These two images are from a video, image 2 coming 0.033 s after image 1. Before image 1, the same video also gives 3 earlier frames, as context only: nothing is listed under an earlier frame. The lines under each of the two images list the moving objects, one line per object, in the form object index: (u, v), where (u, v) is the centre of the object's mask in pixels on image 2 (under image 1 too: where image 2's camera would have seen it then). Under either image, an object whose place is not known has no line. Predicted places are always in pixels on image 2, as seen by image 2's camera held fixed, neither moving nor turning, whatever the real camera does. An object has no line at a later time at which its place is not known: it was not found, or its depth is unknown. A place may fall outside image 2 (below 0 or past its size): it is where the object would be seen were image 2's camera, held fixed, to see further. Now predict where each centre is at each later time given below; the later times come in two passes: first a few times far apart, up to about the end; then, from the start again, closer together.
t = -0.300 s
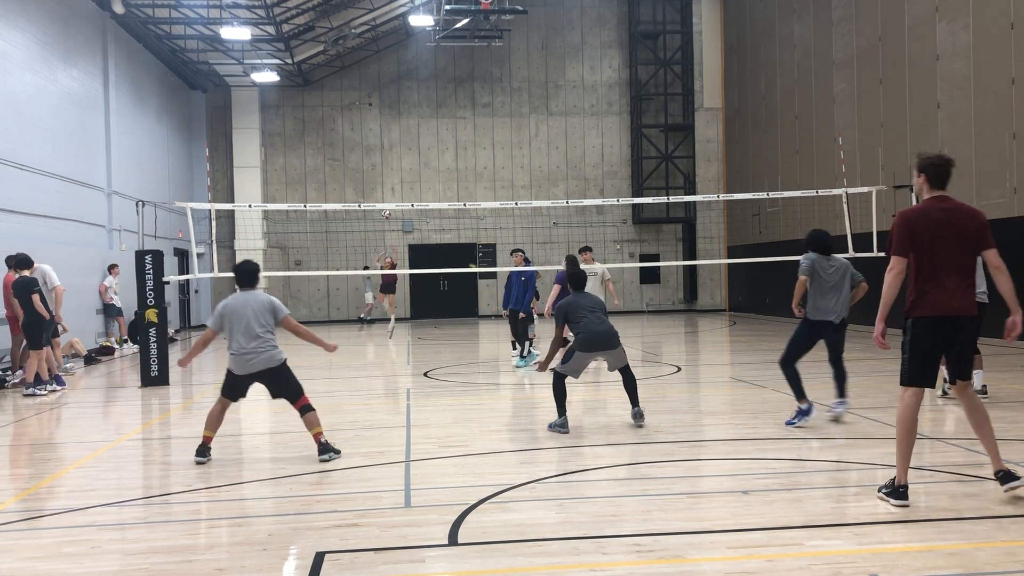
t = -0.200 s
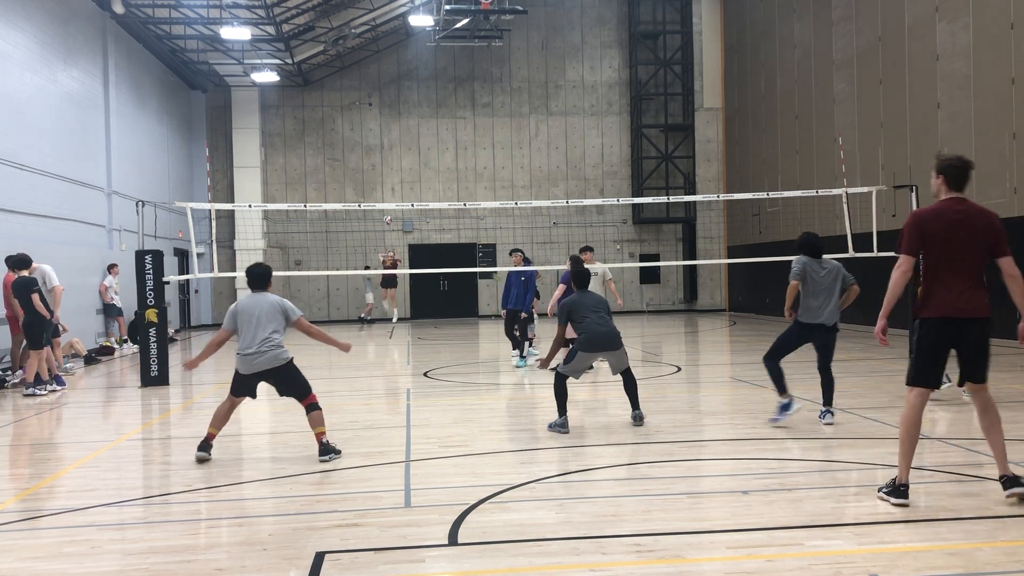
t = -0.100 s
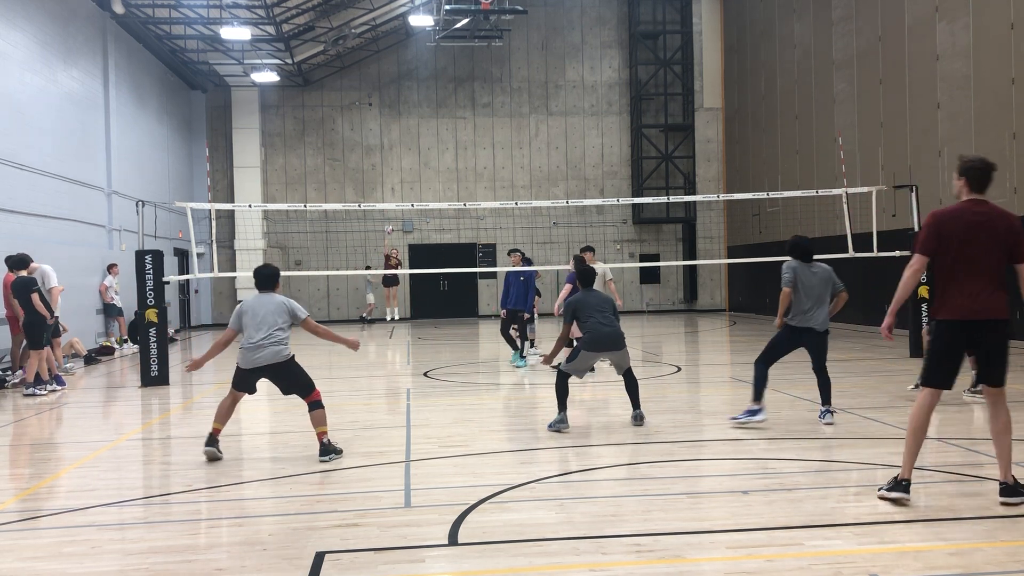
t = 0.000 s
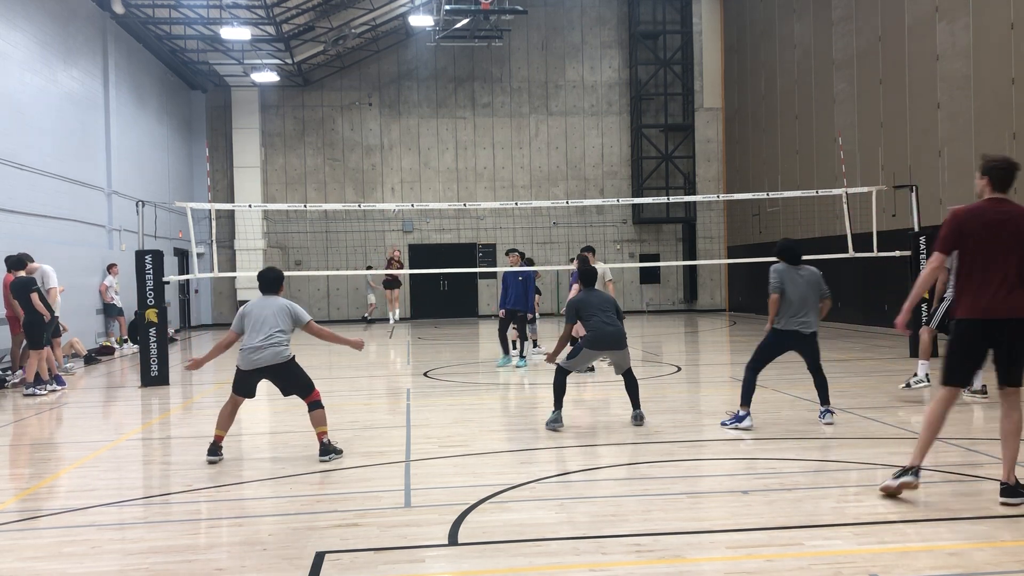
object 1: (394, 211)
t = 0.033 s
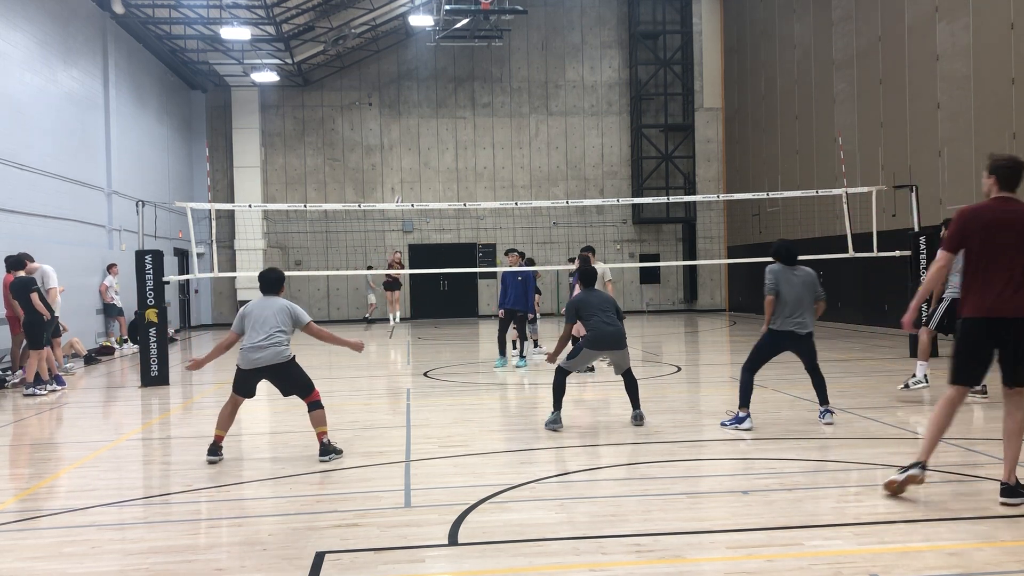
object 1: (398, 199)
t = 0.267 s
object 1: (415, 144)
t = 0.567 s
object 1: (444, 92)
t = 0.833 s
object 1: (486, 99)
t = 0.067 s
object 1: (400, 192)
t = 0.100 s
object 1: (403, 184)
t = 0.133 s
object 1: (405, 175)
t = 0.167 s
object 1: (408, 167)
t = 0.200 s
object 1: (410, 159)
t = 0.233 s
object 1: (412, 151)
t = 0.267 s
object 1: (415, 144)
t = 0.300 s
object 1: (417, 136)
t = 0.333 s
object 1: (419, 129)
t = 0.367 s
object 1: (422, 122)
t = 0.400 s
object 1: (425, 116)
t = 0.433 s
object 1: (429, 110)
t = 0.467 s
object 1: (432, 104)
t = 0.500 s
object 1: (436, 99)
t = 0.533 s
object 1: (439, 95)
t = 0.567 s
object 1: (444, 92)
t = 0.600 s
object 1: (448, 89)
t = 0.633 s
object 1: (452, 87)
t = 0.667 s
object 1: (456, 86)
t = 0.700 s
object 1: (461, 86)
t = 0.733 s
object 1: (467, 88)
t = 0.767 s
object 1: (472, 90)
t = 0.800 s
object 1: (479, 95)
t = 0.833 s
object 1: (486, 99)
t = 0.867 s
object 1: (494, 104)
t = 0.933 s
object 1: (513, 123)
